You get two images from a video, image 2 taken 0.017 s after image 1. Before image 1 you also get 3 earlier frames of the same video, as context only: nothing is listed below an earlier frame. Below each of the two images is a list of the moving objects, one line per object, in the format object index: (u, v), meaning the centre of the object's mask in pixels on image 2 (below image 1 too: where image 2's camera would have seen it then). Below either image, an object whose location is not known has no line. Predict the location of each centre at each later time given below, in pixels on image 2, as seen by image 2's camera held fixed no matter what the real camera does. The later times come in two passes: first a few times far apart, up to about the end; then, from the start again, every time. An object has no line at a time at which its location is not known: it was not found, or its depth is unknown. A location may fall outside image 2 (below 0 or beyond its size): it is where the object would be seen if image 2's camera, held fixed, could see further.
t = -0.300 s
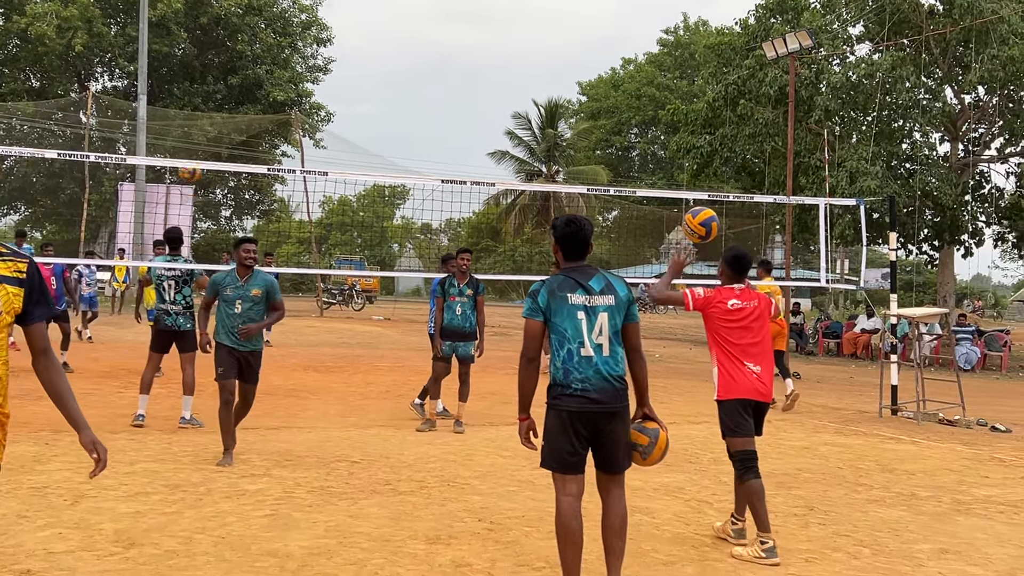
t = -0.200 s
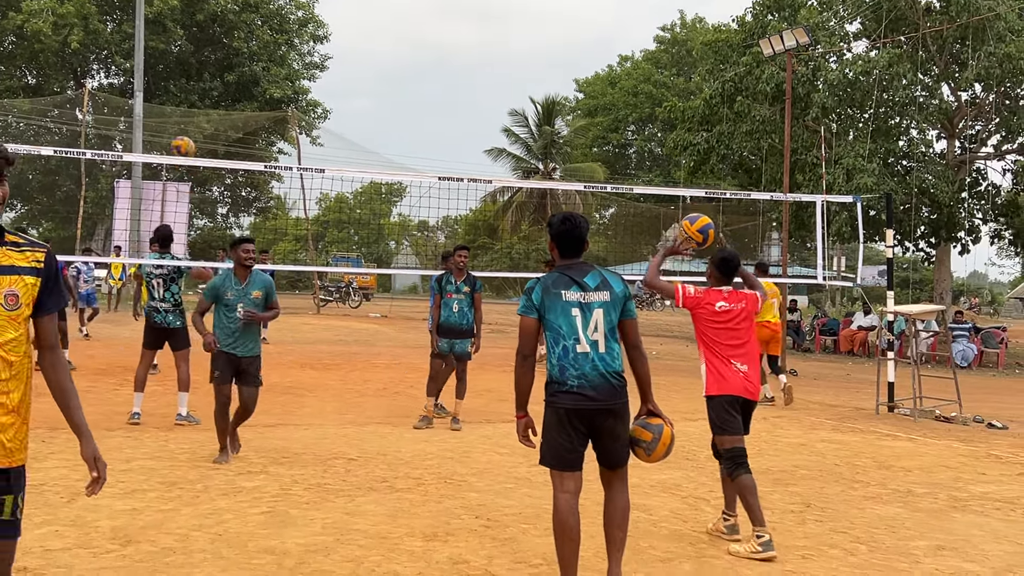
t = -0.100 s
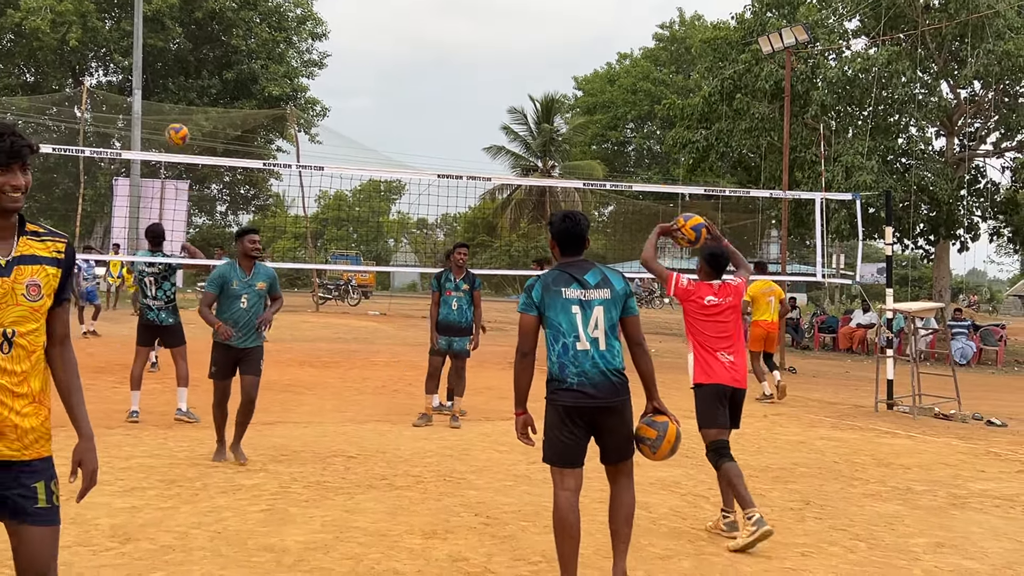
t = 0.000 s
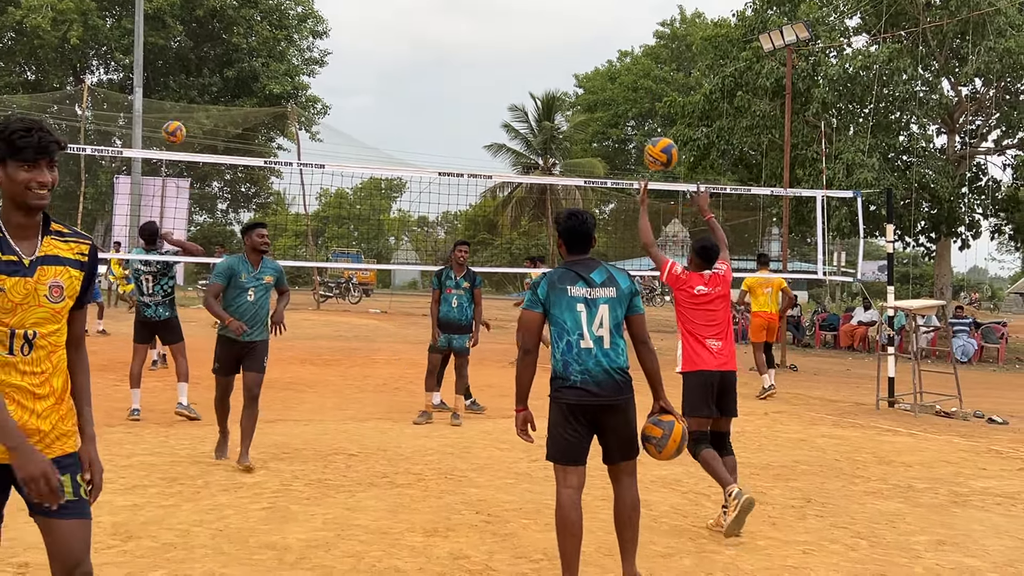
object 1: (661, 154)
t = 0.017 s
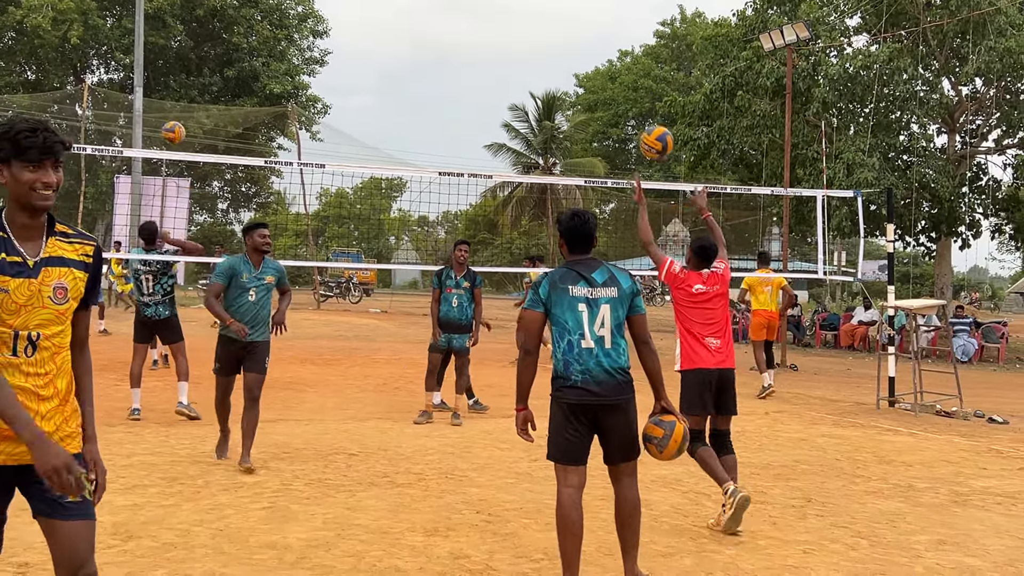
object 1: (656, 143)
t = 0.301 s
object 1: (585, 38)
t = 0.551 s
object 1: (536, 48)
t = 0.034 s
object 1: (651, 133)
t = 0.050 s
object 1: (647, 122)
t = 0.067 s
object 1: (642, 113)
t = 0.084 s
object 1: (638, 105)
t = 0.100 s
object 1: (634, 96)
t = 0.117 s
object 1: (629, 89)
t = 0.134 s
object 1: (625, 82)
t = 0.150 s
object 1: (621, 75)
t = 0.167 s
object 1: (616, 69)
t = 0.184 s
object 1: (612, 63)
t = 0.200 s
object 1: (608, 58)
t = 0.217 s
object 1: (604, 54)
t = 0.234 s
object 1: (600, 50)
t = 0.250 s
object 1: (596, 46)
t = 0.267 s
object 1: (592, 43)
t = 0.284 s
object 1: (588, 40)
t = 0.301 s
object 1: (585, 38)
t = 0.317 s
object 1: (581, 36)
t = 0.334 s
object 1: (578, 34)
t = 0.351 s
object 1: (575, 33)
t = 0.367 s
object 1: (571, 33)
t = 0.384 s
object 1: (568, 32)
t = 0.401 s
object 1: (565, 32)
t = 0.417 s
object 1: (562, 33)
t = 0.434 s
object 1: (558, 33)
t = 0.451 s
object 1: (555, 34)
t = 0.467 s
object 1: (552, 36)
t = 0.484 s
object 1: (549, 38)
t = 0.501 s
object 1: (545, 40)
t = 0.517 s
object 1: (542, 42)
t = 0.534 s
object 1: (539, 45)
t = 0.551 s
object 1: (536, 48)
